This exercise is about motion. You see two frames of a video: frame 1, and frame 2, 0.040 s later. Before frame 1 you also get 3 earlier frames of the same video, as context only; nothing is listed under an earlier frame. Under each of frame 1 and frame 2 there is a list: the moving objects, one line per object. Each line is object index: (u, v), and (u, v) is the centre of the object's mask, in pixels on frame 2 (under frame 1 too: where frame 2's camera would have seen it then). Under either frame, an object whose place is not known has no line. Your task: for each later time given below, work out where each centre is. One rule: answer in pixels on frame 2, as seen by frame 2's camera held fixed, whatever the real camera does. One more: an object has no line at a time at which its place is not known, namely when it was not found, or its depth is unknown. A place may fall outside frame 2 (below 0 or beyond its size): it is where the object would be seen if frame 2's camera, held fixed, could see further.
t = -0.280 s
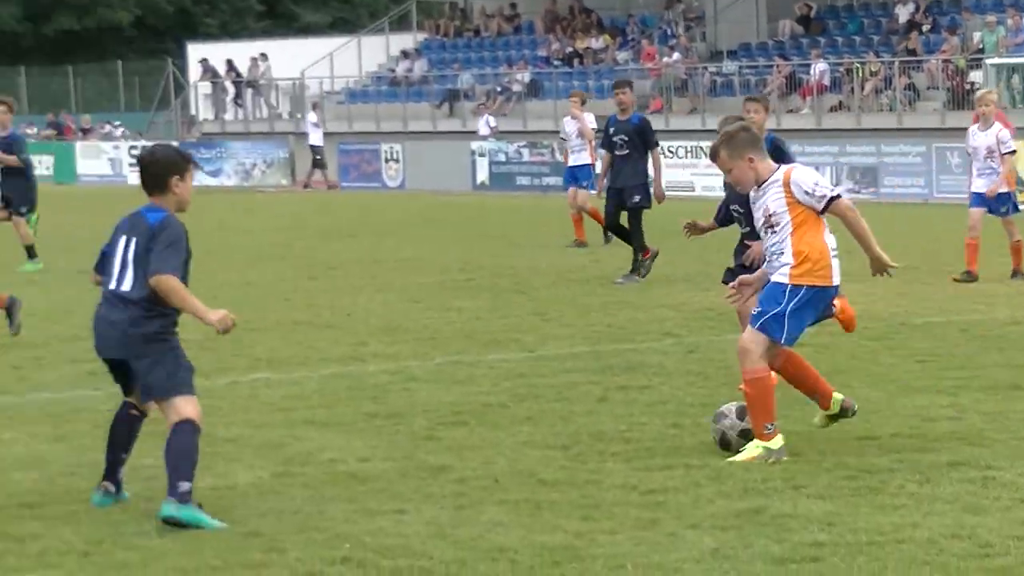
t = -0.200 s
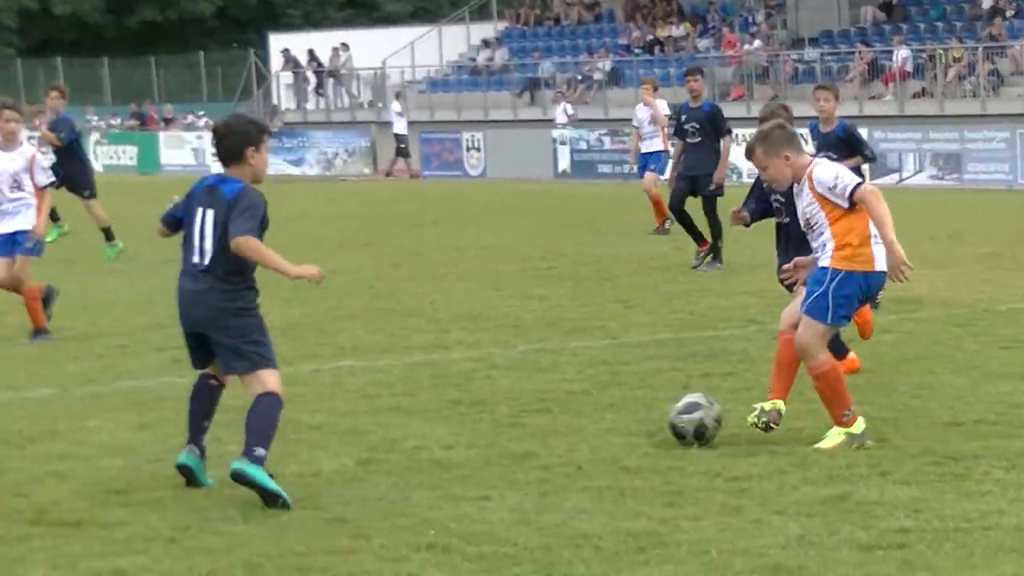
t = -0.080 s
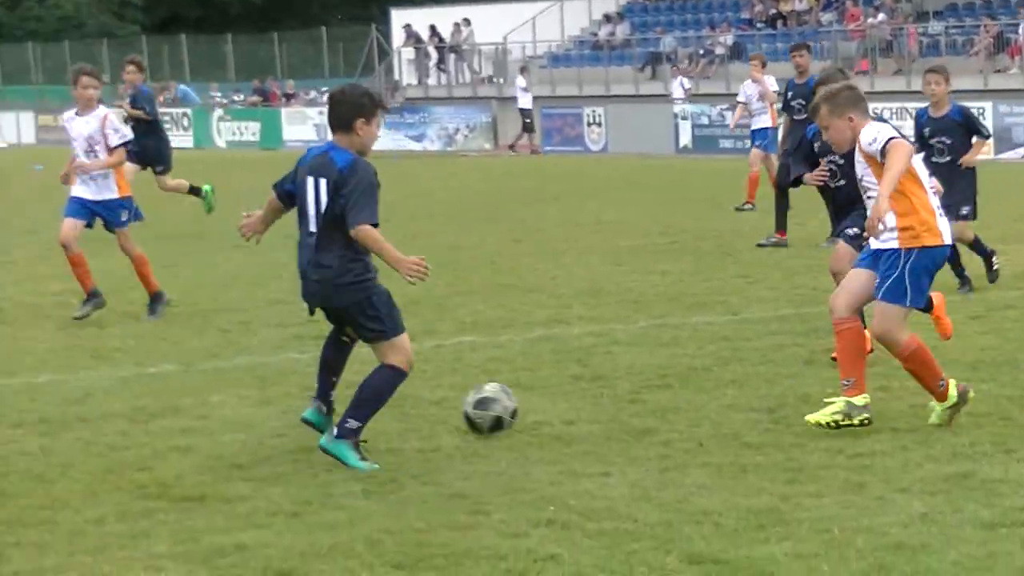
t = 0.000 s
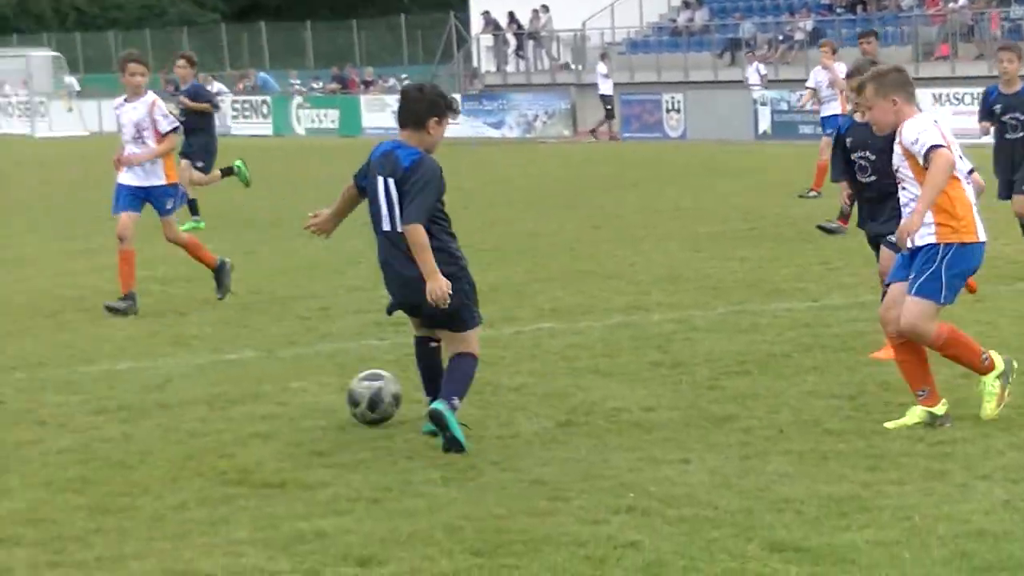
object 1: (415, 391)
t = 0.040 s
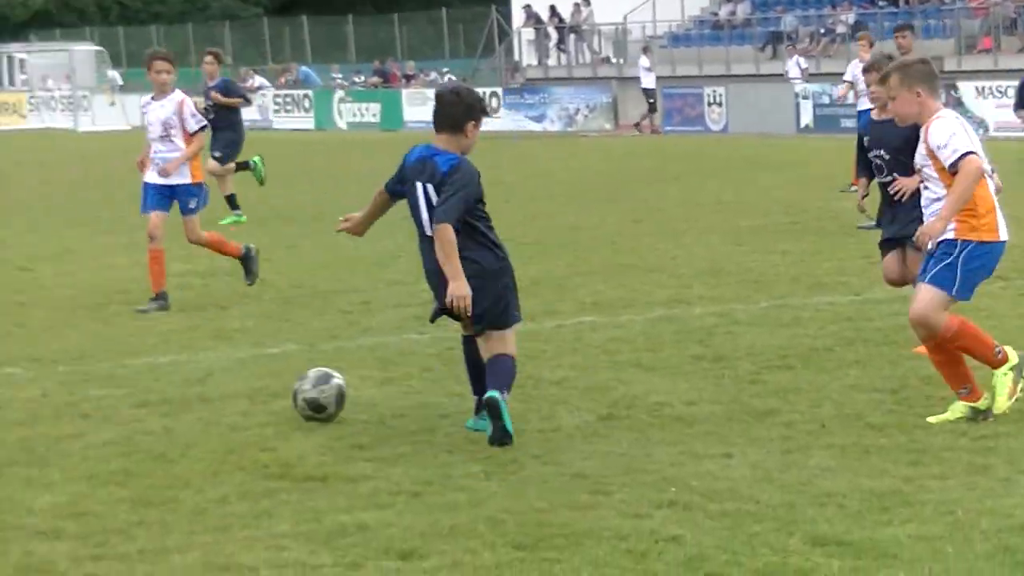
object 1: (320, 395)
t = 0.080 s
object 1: (224, 400)
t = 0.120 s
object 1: (135, 402)
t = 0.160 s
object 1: (50, 400)
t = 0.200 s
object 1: (-36, 402)
